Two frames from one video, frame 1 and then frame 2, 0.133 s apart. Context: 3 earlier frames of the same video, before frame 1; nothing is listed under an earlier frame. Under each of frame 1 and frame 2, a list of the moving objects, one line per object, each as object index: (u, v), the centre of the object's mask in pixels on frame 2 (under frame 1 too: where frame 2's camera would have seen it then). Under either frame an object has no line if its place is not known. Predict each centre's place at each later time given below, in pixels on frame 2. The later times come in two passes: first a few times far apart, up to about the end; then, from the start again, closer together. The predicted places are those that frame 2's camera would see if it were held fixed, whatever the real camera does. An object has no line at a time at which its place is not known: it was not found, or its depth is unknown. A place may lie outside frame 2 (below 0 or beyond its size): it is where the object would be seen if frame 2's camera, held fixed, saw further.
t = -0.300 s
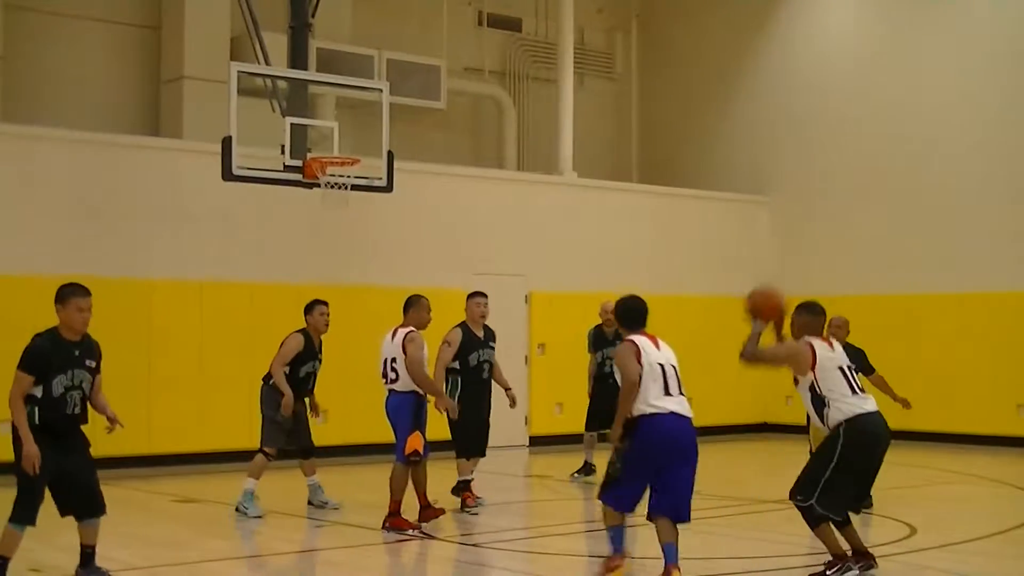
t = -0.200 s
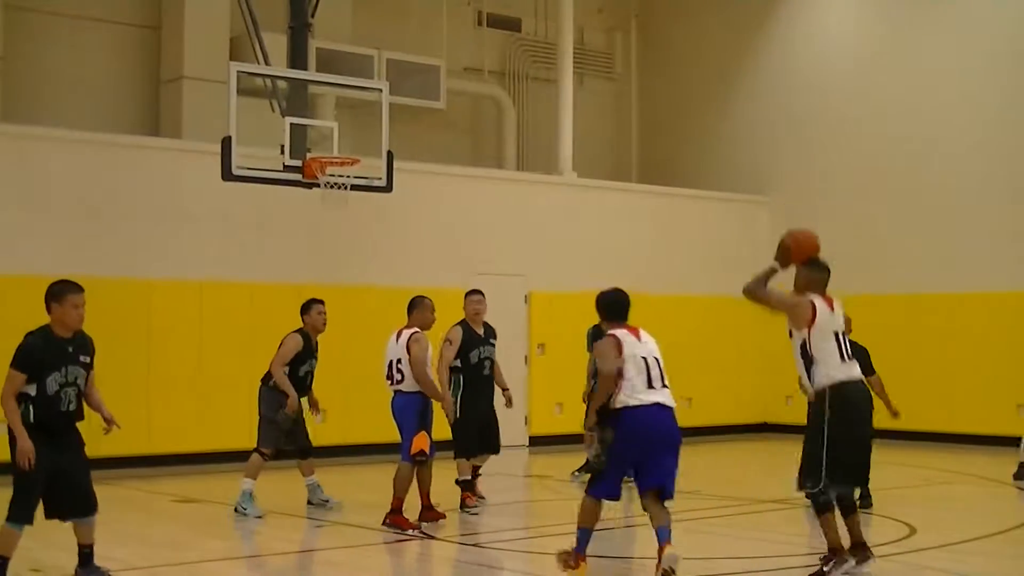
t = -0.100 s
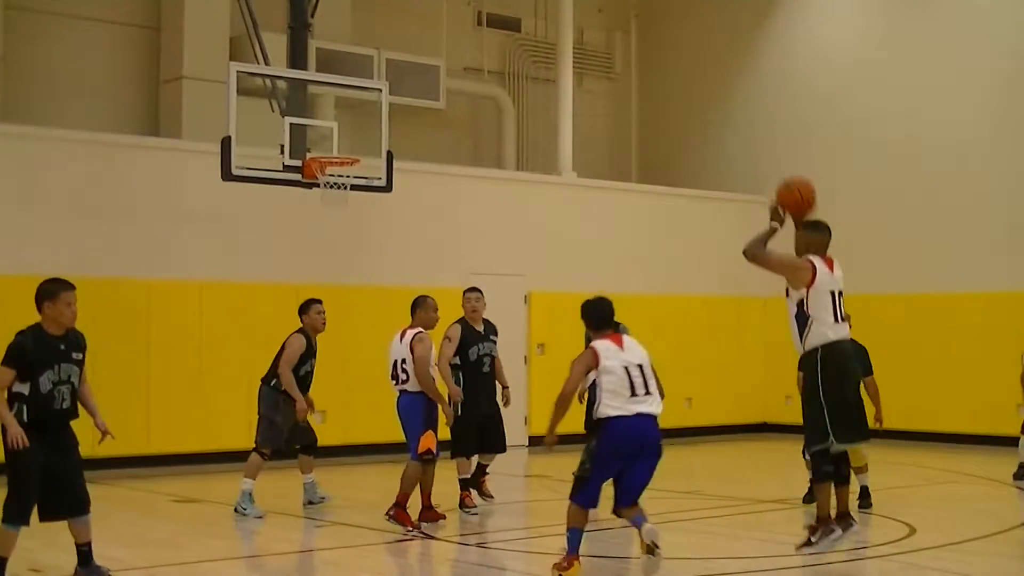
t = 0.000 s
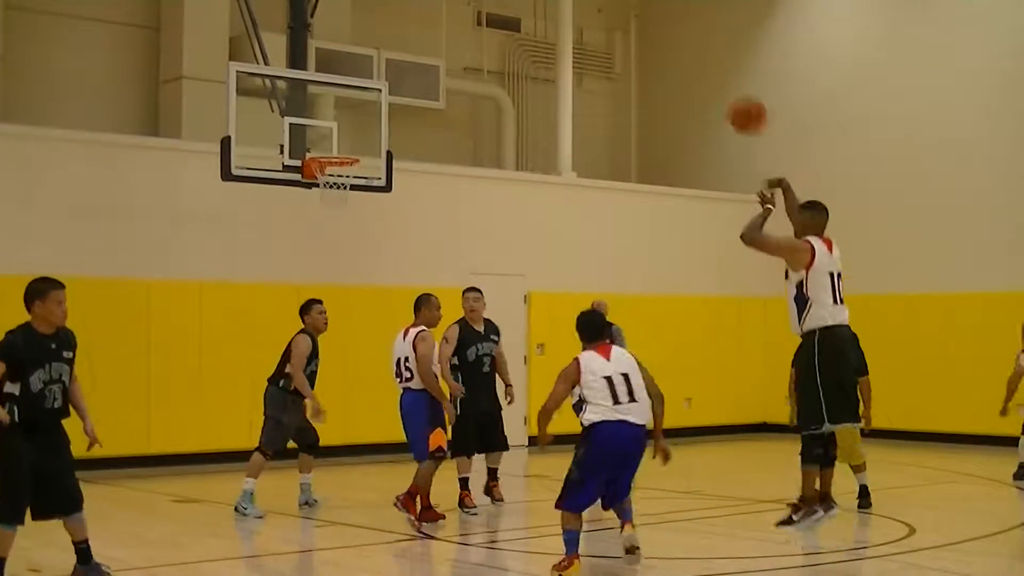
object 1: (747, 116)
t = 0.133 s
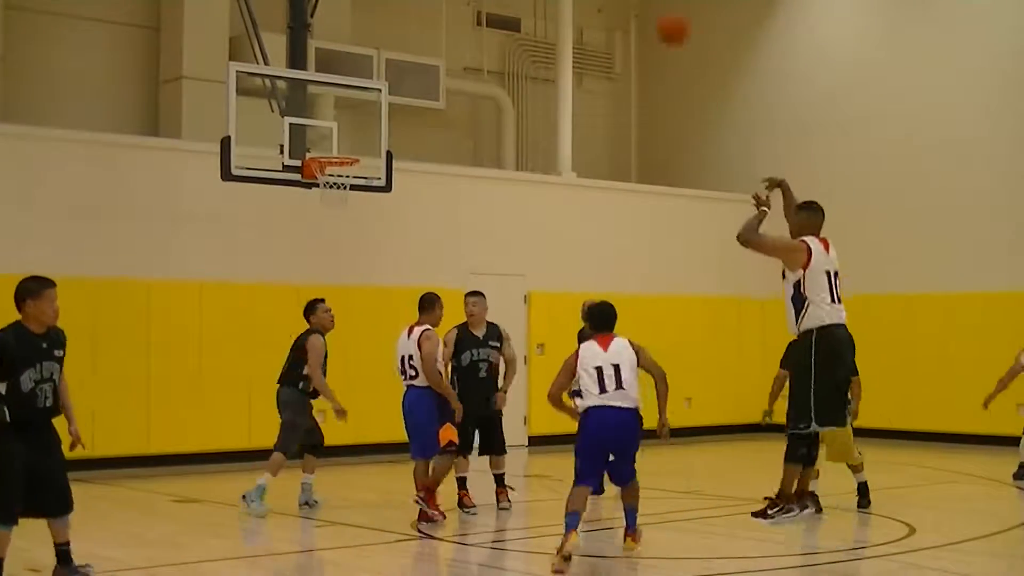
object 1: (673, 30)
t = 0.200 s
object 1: (641, 6)
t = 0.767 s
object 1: (420, 5)
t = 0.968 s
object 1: (363, 79)
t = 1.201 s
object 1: (318, 188)
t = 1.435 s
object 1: (328, 274)
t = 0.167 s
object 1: (657, 14)
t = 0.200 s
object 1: (641, 6)
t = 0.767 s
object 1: (420, 5)
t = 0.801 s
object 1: (409, 10)
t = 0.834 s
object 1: (400, 20)
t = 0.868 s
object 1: (391, 34)
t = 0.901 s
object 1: (381, 47)
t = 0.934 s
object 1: (373, 63)
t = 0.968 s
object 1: (363, 79)
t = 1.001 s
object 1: (355, 95)
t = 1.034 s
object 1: (346, 112)
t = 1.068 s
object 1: (337, 130)
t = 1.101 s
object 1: (329, 148)
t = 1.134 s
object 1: (326, 167)
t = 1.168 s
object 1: (317, 181)
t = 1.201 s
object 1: (318, 188)
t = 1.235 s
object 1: (319, 198)
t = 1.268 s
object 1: (321, 209)
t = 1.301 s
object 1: (323, 220)
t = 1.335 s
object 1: (324, 232)
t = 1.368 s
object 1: (325, 245)
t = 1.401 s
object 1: (327, 259)
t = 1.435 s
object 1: (328, 274)
